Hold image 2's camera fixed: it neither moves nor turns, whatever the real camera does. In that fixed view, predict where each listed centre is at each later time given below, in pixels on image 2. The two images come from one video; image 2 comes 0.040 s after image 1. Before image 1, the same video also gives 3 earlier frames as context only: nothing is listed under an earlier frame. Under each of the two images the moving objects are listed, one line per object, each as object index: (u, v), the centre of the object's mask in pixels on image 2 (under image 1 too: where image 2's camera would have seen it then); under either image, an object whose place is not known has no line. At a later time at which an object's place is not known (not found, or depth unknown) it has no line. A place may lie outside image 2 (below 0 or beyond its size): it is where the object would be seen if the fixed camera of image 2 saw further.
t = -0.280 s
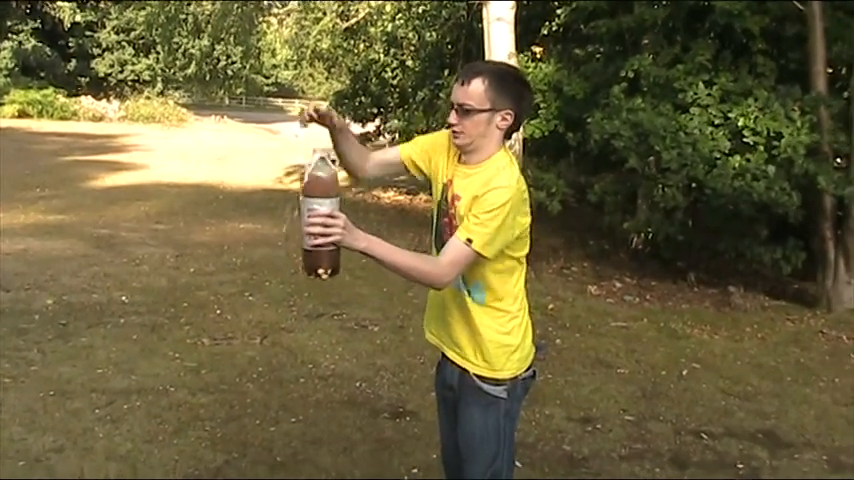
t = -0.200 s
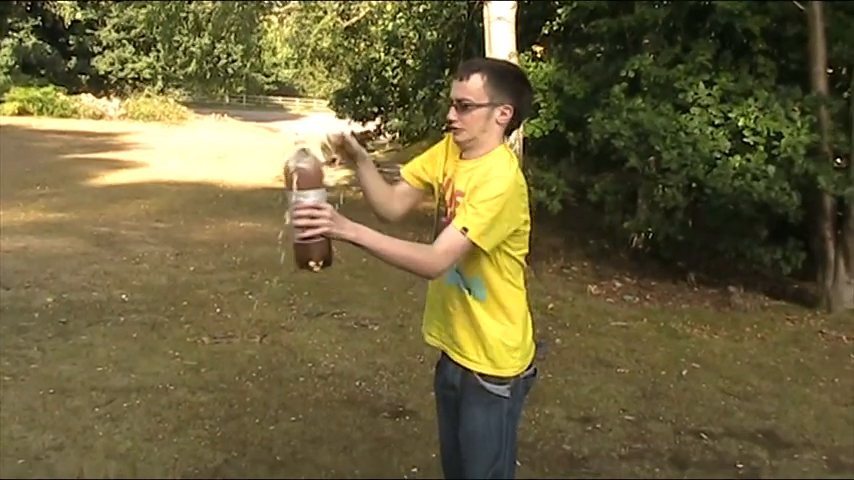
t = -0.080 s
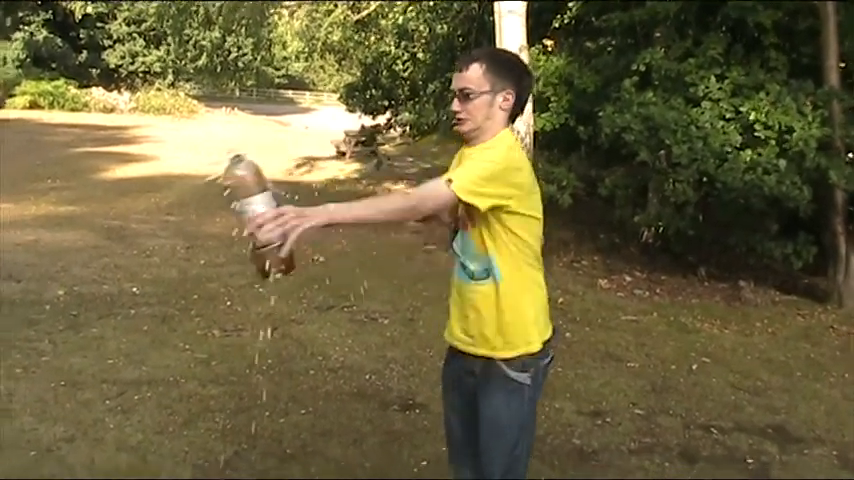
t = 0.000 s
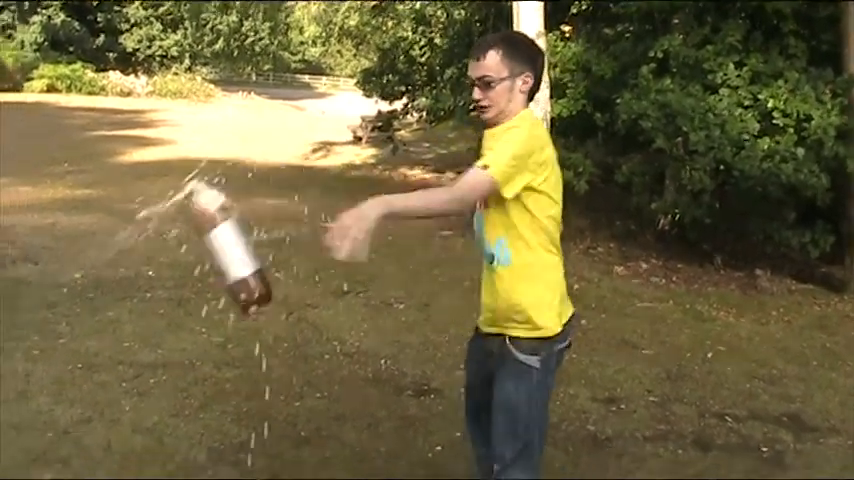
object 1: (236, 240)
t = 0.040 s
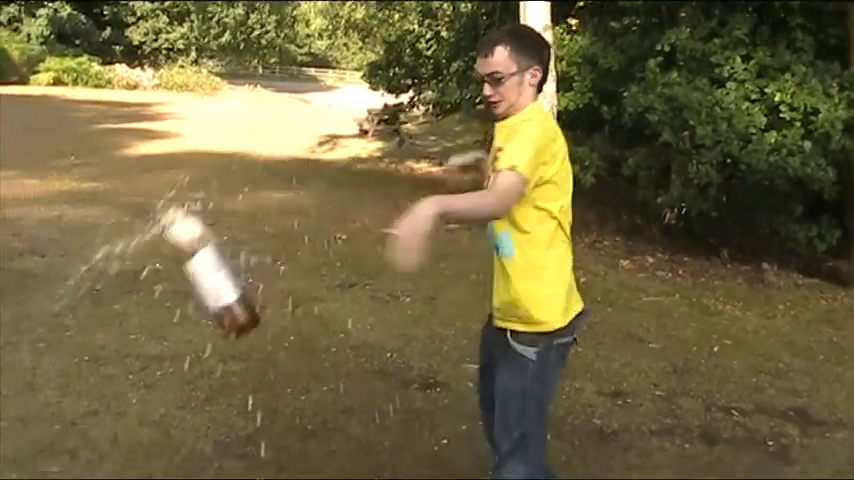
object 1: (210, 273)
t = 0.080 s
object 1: (184, 315)
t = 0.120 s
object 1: (160, 364)
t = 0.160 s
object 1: (137, 423)
